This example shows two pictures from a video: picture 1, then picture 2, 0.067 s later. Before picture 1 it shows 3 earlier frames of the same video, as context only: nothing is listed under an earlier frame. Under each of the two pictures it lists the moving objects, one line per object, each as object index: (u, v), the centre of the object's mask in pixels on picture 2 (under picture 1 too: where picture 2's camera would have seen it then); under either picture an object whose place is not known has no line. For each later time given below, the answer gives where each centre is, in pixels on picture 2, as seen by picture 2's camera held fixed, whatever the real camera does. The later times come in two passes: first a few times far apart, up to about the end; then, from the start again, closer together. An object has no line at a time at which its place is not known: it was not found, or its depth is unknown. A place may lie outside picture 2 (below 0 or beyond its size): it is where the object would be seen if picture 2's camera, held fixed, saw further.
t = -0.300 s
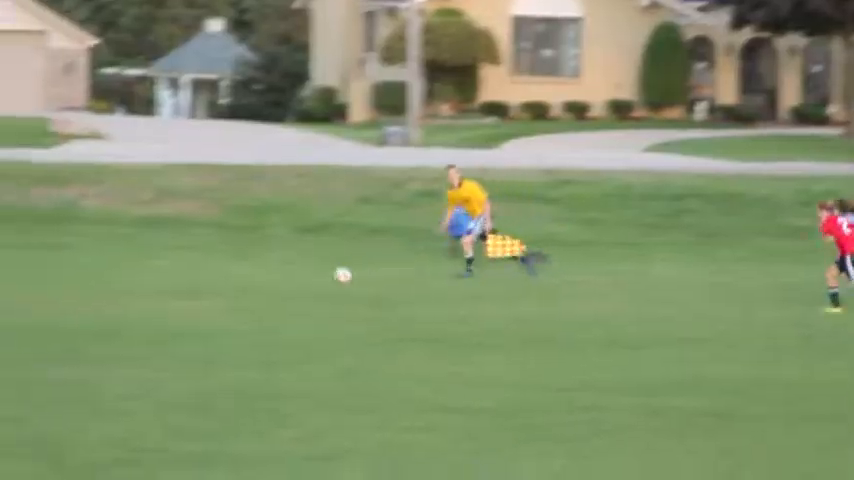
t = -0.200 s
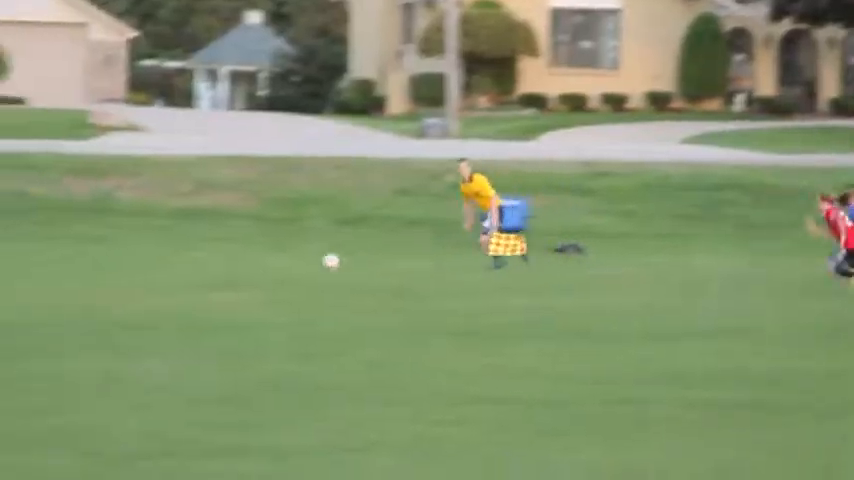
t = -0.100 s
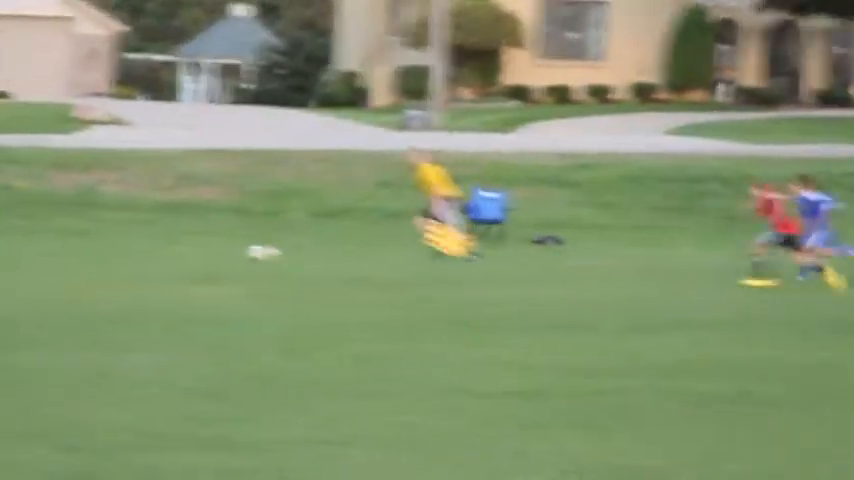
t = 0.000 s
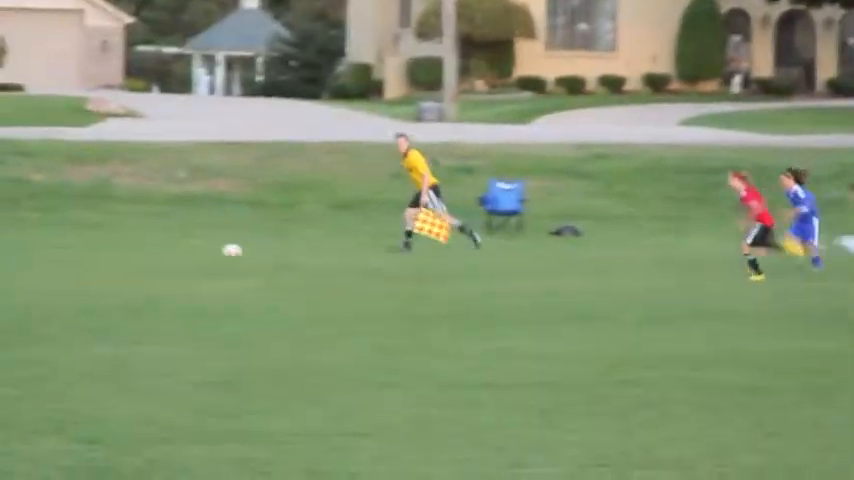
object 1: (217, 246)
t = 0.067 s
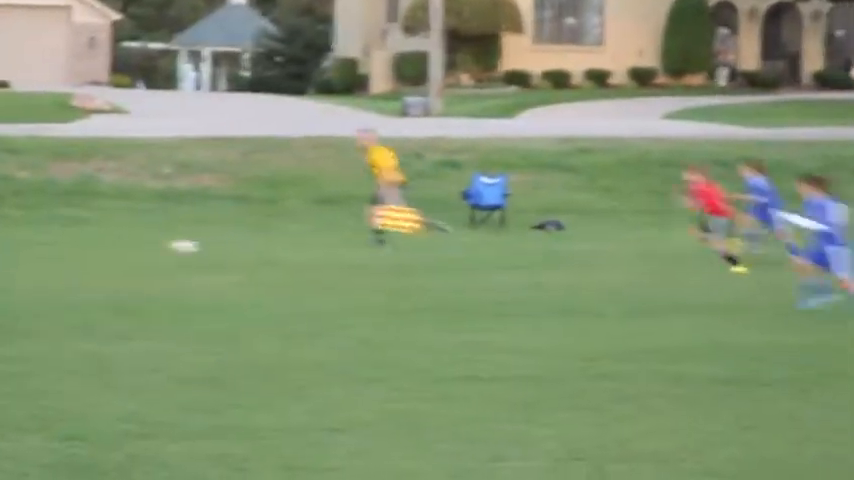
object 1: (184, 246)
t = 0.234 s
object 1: (110, 247)
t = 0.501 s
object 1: (-4, 246)
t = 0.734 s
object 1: (-98, 246)
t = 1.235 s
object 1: (-283, 250)
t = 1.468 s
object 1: (-364, 249)
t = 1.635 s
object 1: (-423, 252)
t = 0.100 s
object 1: (168, 244)
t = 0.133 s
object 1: (154, 244)
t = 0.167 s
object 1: (141, 245)
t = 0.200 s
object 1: (126, 246)
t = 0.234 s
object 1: (110, 247)
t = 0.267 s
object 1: (94, 246)
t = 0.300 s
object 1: (80, 246)
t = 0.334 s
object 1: (67, 245)
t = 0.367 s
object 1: (54, 245)
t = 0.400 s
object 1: (39, 245)
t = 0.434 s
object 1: (24, 246)
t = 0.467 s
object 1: (9, 247)
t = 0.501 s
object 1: (-4, 246)
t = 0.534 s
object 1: (-17, 245)
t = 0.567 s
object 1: (-31, 245)
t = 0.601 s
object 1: (-44, 246)
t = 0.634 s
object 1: (-58, 247)
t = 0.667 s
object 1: (-72, 249)
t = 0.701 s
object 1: (-85, 249)
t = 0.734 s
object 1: (-98, 246)
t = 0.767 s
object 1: (-109, 244)
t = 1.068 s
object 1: (-220, 248)
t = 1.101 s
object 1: (-233, 247)
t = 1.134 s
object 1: (-245, 248)
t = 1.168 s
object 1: (-258, 249)
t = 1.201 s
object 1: (-271, 251)
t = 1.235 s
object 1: (-283, 250)
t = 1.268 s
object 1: (-294, 249)
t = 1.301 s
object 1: (-306, 249)
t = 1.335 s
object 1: (-318, 249)
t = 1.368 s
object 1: (-329, 249)
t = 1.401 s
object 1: (-341, 251)
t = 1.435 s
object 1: (-353, 251)
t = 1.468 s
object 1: (-364, 249)
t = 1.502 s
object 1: (-377, 249)
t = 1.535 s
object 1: (-387, 250)
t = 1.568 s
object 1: (-399, 251)
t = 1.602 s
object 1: (-411, 253)
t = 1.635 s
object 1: (-423, 252)
